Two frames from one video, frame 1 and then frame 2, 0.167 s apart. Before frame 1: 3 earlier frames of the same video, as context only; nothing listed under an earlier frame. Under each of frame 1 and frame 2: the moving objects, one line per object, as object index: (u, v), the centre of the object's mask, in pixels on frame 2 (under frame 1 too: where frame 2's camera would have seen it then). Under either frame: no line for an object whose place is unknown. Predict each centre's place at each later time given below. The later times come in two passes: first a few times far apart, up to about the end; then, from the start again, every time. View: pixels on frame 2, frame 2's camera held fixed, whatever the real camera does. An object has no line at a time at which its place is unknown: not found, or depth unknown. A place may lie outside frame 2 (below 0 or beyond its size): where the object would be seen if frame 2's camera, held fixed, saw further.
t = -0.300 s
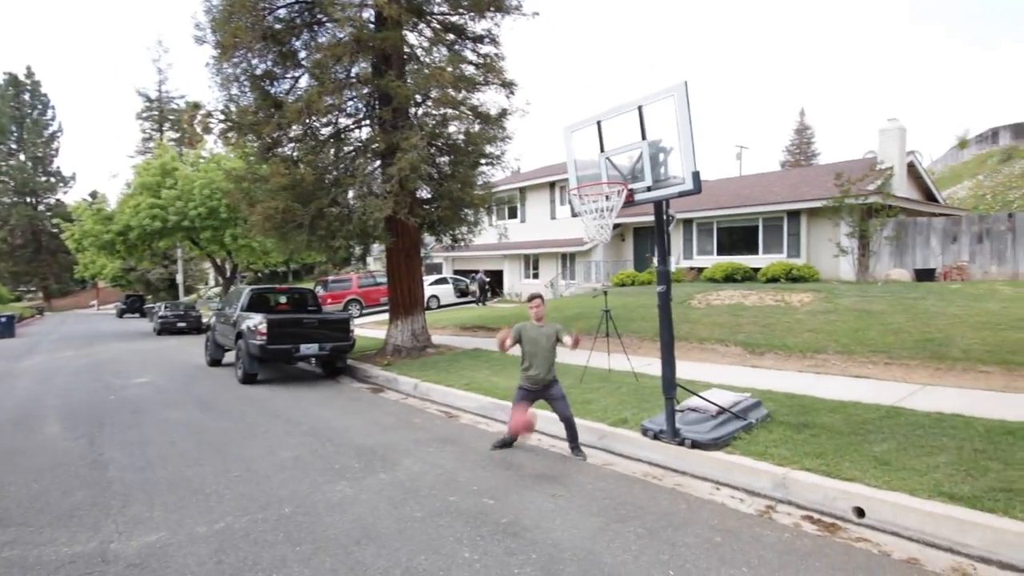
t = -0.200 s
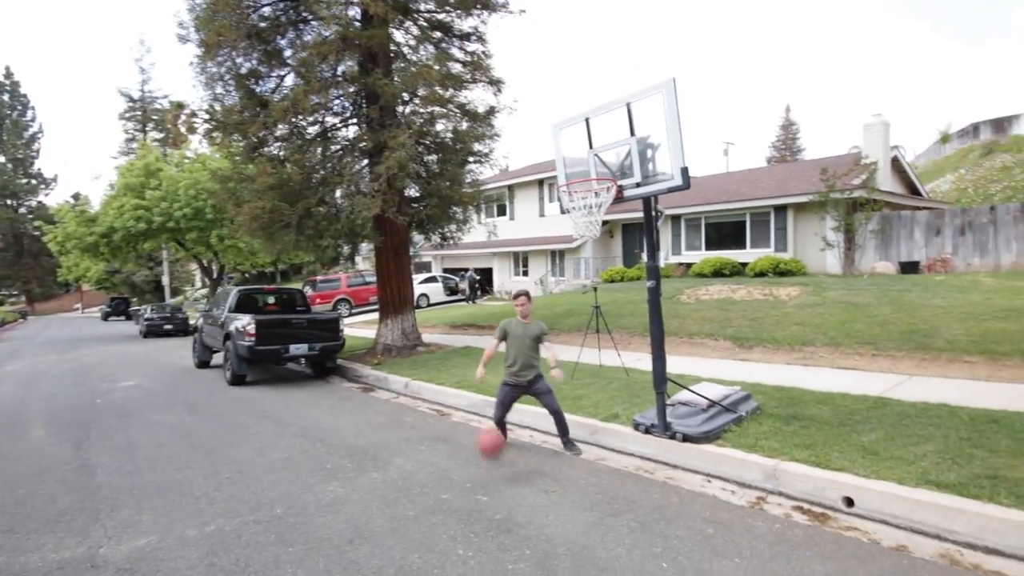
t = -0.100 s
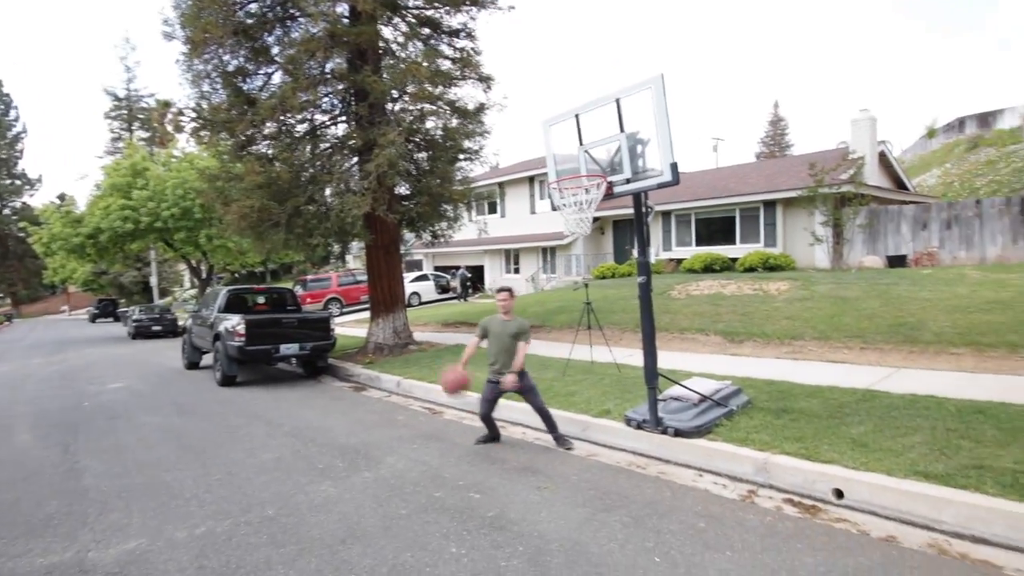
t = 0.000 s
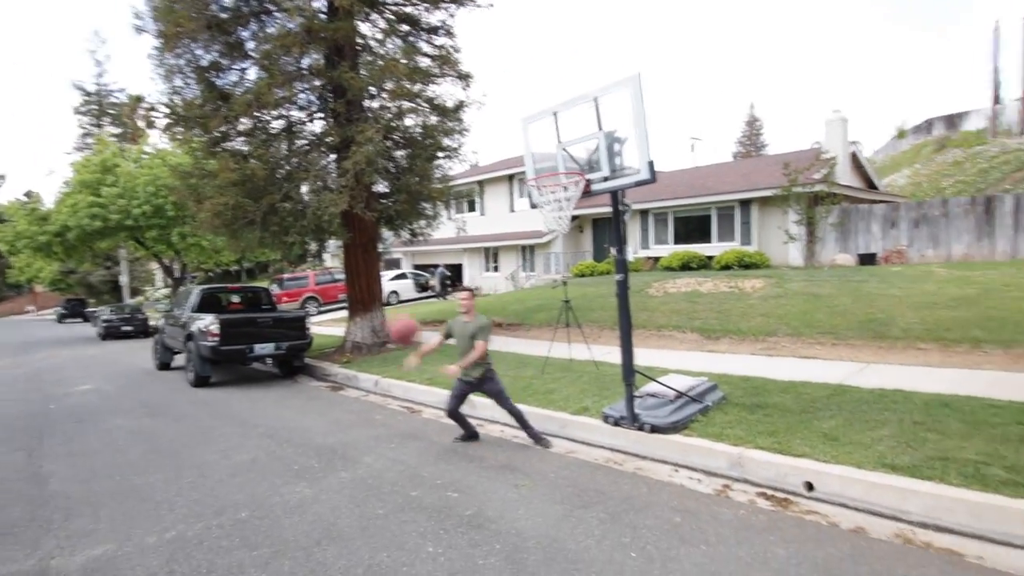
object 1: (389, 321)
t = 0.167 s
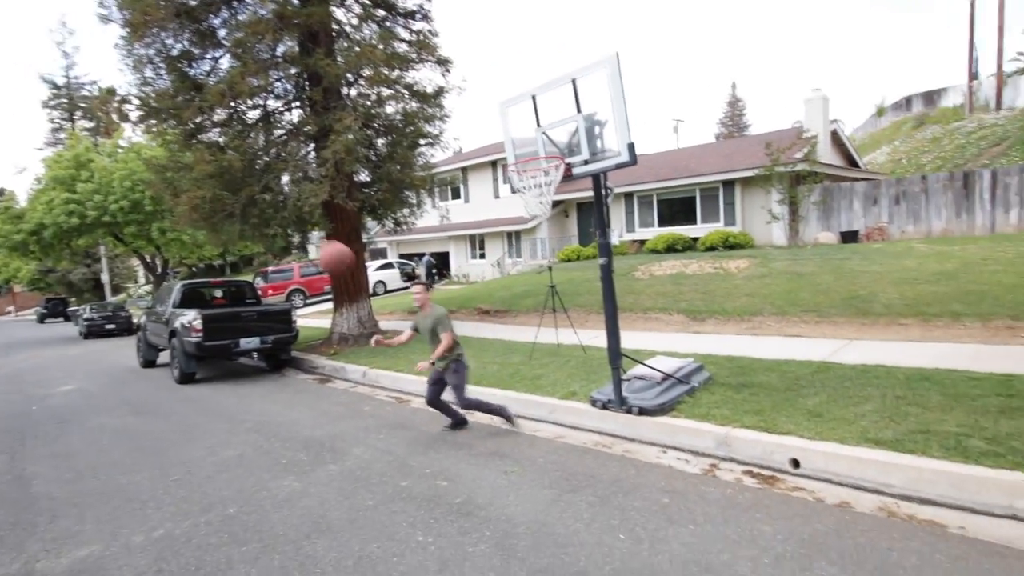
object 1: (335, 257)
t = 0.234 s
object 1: (309, 240)
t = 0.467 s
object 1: (222, 231)
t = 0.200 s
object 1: (321, 248)
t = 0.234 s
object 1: (309, 240)
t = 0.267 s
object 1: (295, 234)
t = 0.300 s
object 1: (285, 231)
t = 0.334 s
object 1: (272, 227)
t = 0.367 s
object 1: (259, 226)
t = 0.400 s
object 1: (247, 226)
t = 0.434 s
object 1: (234, 228)
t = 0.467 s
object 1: (222, 231)
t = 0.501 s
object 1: (209, 236)
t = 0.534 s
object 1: (194, 243)
